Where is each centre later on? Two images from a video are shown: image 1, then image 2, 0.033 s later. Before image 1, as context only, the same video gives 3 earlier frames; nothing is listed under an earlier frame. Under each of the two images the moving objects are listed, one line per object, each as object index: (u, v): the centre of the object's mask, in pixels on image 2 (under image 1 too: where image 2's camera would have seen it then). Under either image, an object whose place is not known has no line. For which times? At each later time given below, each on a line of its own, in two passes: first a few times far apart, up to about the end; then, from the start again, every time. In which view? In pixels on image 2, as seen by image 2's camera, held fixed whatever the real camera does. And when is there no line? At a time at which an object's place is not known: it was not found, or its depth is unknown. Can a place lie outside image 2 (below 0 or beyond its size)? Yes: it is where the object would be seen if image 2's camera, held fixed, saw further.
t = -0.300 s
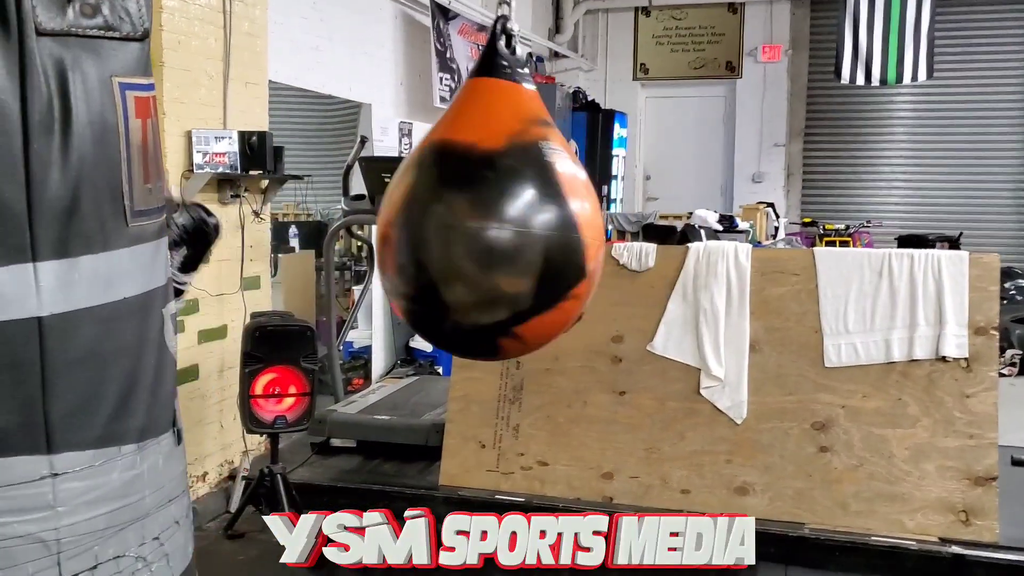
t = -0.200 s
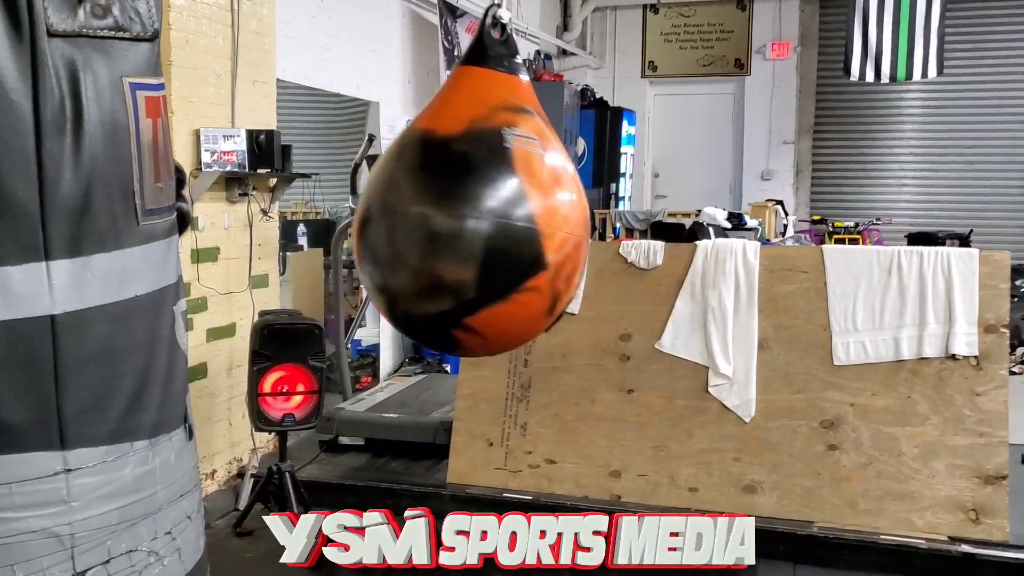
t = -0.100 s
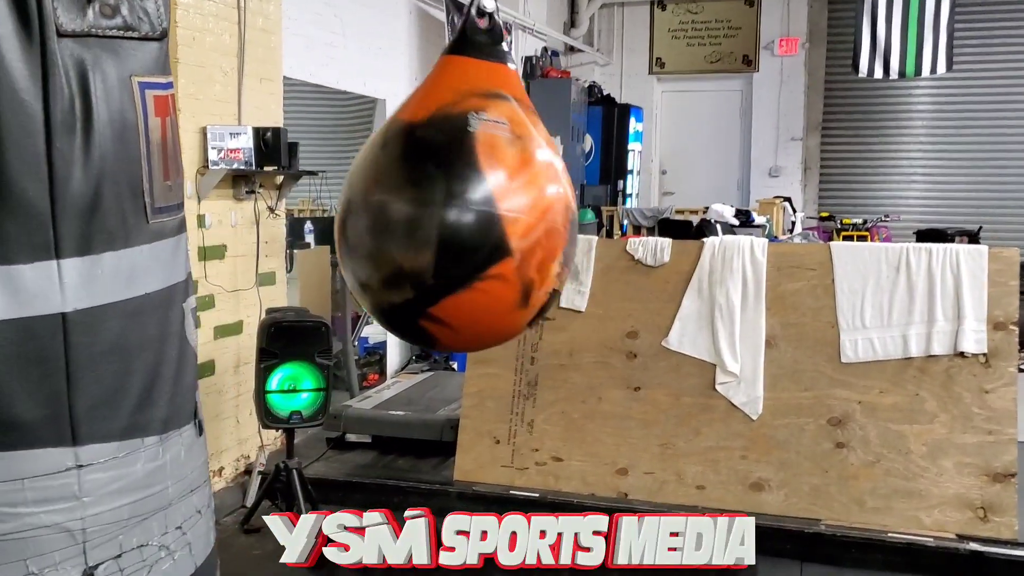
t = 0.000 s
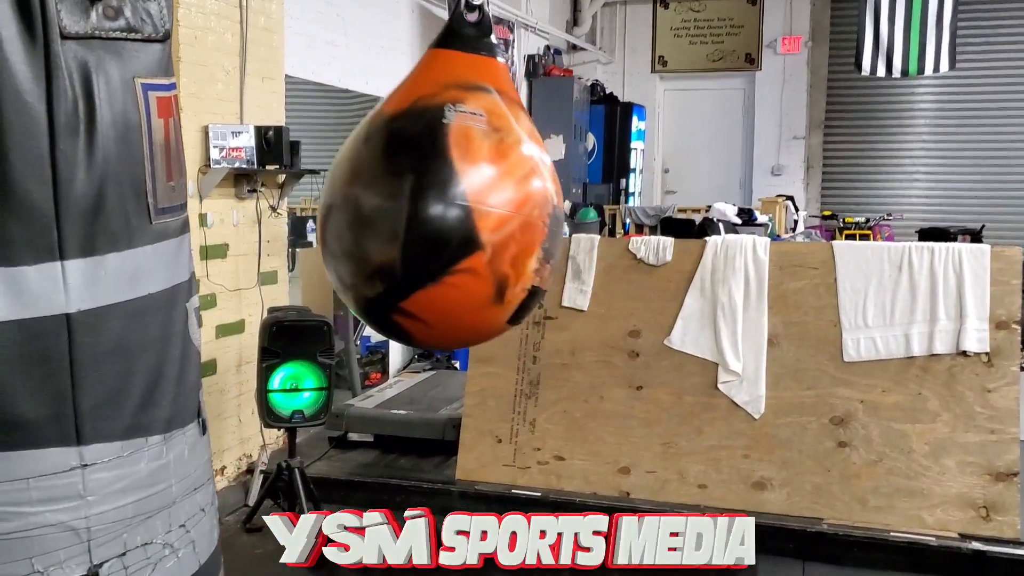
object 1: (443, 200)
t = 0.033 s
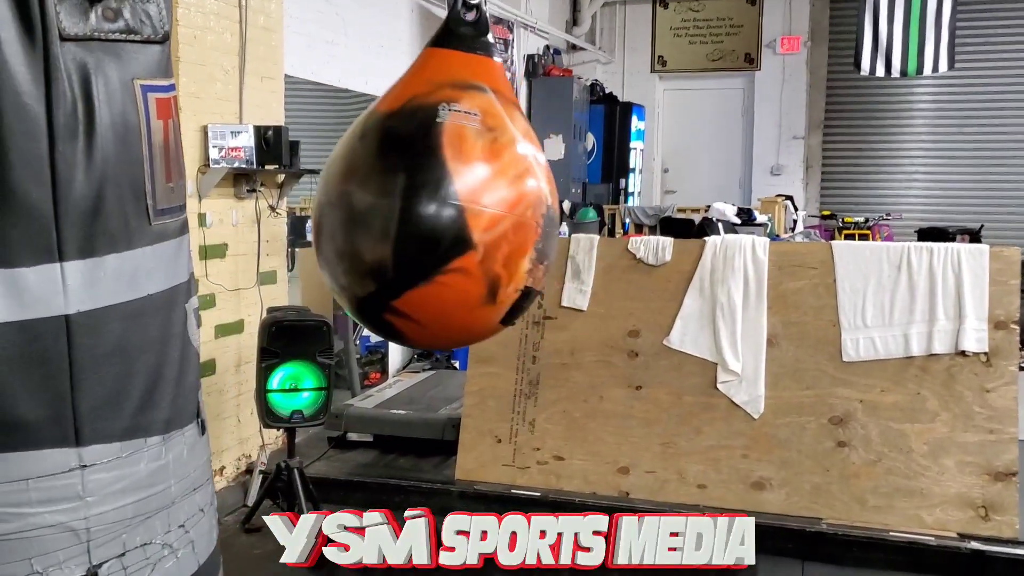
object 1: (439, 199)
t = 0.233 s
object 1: (430, 198)
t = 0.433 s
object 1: (442, 204)
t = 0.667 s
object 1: (485, 215)
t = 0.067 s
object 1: (436, 198)
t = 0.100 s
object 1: (433, 197)
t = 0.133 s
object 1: (431, 197)
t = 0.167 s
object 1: (430, 197)
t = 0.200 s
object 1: (430, 197)
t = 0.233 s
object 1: (430, 198)
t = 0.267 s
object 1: (431, 198)
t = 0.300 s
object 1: (432, 199)
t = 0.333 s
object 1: (434, 200)
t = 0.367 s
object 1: (436, 201)
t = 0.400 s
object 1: (439, 203)
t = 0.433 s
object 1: (442, 204)
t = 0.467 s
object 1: (447, 206)
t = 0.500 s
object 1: (452, 208)
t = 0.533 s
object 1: (457, 210)
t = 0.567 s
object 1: (464, 210)
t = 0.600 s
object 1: (471, 212)
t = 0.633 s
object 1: (478, 213)
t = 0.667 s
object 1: (485, 215)
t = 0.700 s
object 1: (493, 216)
